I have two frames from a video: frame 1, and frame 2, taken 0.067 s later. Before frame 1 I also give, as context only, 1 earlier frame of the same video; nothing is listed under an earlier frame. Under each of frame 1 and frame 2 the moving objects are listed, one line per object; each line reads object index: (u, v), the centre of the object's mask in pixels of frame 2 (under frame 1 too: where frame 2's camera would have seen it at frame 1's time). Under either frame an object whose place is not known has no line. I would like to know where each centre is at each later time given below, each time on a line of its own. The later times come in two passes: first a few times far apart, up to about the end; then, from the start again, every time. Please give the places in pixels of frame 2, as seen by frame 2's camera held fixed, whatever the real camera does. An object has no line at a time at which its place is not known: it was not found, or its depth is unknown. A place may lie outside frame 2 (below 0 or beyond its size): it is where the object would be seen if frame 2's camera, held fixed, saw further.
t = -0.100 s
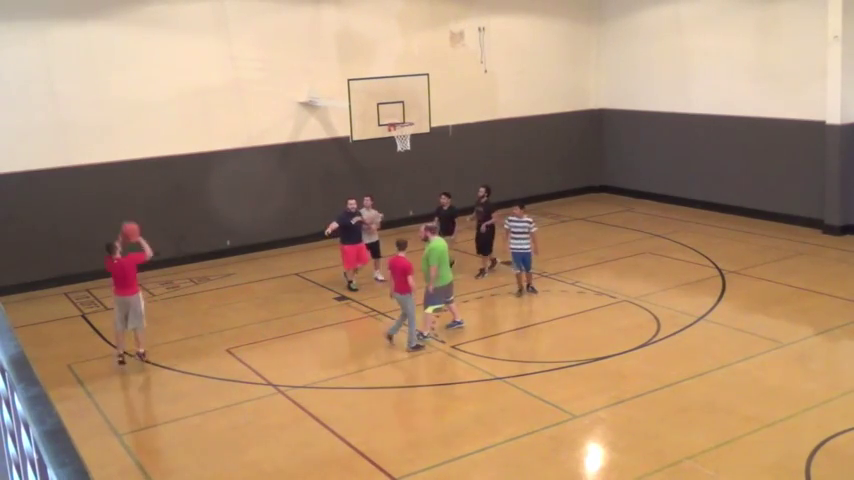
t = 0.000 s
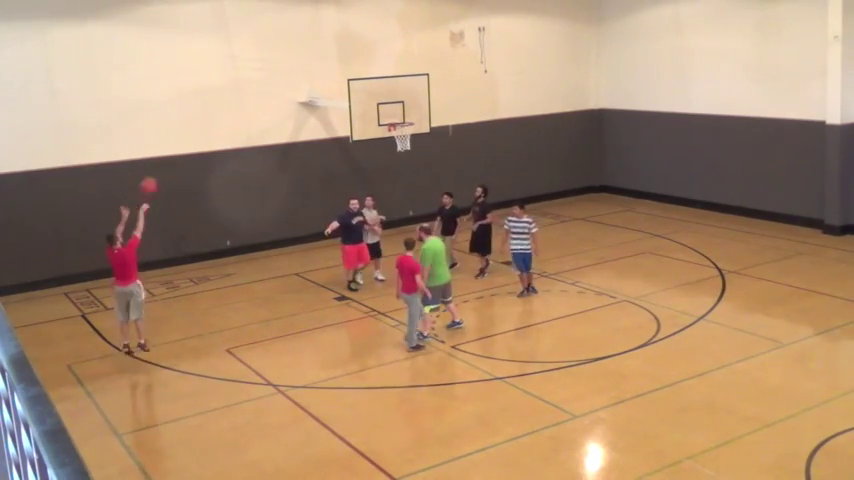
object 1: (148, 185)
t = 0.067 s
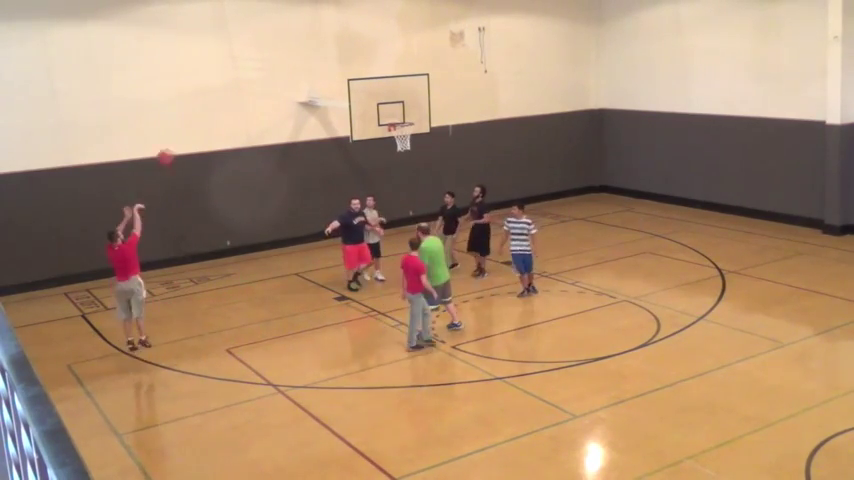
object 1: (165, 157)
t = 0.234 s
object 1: (205, 101)
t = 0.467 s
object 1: (260, 58)
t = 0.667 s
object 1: (304, 50)
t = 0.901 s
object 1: (350, 69)
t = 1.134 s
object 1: (392, 114)
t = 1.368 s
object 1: (415, 147)
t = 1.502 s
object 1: (423, 166)
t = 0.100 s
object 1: (173, 144)
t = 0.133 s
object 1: (181, 132)
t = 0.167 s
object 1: (189, 121)
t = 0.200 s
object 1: (198, 110)
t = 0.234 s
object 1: (205, 101)
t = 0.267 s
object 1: (214, 92)
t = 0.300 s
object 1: (222, 85)
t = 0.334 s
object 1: (229, 78)
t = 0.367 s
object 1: (237, 71)
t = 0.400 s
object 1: (245, 66)
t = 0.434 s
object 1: (252, 62)
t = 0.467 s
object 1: (260, 58)
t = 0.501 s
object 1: (268, 55)
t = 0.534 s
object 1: (275, 53)
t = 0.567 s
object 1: (282, 51)
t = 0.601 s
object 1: (289, 50)
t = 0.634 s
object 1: (297, 50)
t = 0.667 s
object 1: (304, 50)
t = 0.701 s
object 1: (311, 51)
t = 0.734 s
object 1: (317, 53)
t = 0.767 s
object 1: (324, 55)
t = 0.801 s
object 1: (331, 58)
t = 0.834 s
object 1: (338, 61)
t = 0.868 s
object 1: (344, 65)
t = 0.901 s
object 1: (350, 69)
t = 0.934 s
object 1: (357, 74)
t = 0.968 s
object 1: (363, 80)
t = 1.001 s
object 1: (369, 86)
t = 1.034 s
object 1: (375, 92)
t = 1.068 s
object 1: (380, 99)
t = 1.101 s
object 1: (386, 105)
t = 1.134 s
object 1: (392, 114)
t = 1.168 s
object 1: (396, 121)
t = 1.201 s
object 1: (403, 131)
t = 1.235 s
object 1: (407, 134)
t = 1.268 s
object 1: (409, 138)
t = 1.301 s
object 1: (412, 139)
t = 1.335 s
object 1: (414, 144)
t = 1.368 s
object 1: (415, 147)
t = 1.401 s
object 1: (417, 151)
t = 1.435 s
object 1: (419, 155)
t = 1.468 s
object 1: (421, 161)
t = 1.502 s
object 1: (423, 166)
